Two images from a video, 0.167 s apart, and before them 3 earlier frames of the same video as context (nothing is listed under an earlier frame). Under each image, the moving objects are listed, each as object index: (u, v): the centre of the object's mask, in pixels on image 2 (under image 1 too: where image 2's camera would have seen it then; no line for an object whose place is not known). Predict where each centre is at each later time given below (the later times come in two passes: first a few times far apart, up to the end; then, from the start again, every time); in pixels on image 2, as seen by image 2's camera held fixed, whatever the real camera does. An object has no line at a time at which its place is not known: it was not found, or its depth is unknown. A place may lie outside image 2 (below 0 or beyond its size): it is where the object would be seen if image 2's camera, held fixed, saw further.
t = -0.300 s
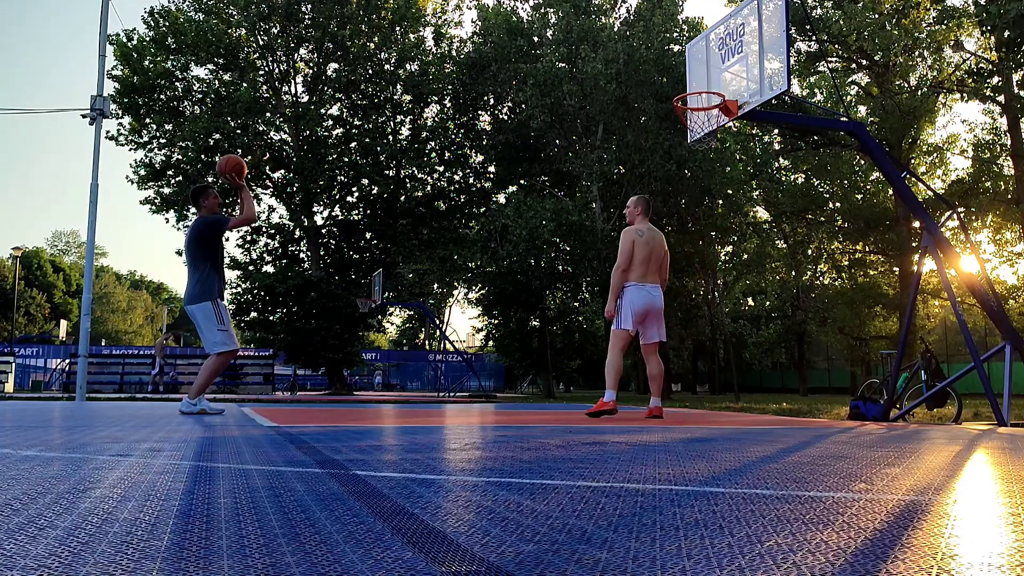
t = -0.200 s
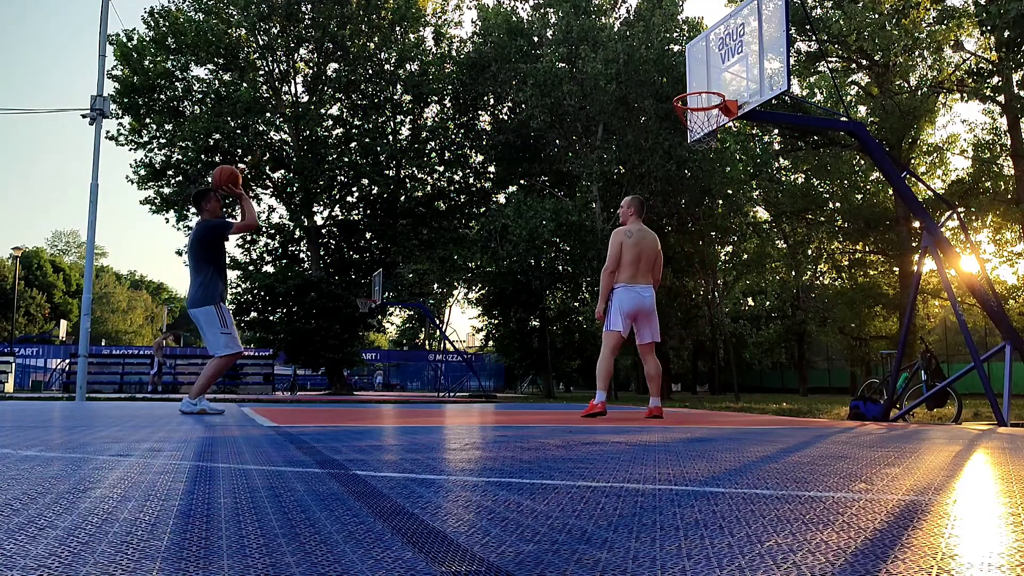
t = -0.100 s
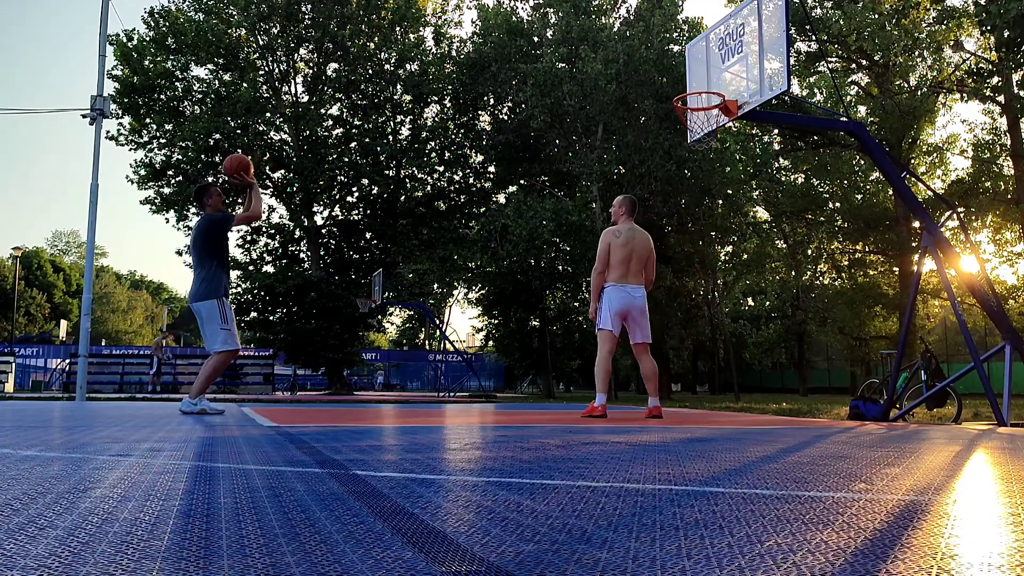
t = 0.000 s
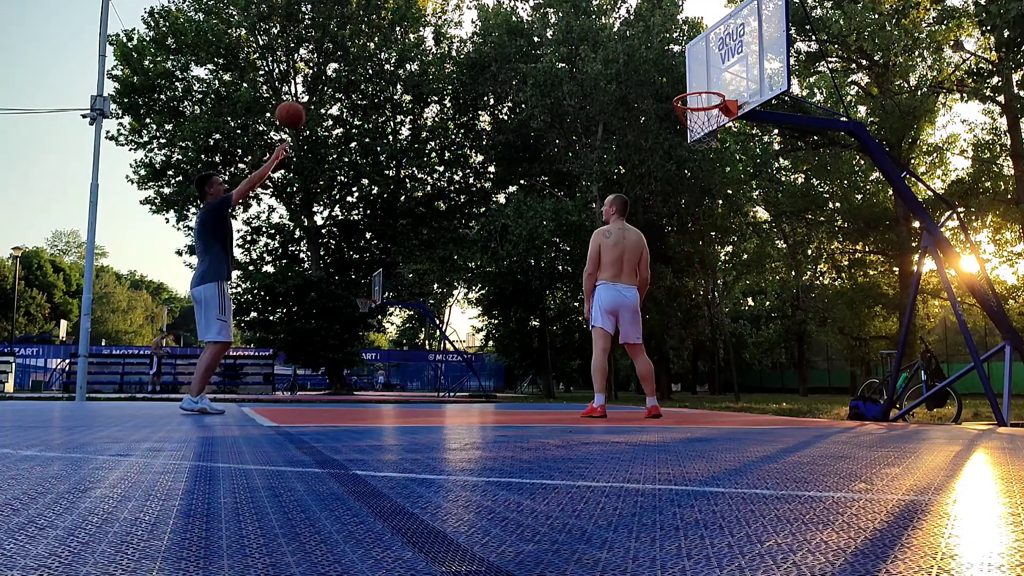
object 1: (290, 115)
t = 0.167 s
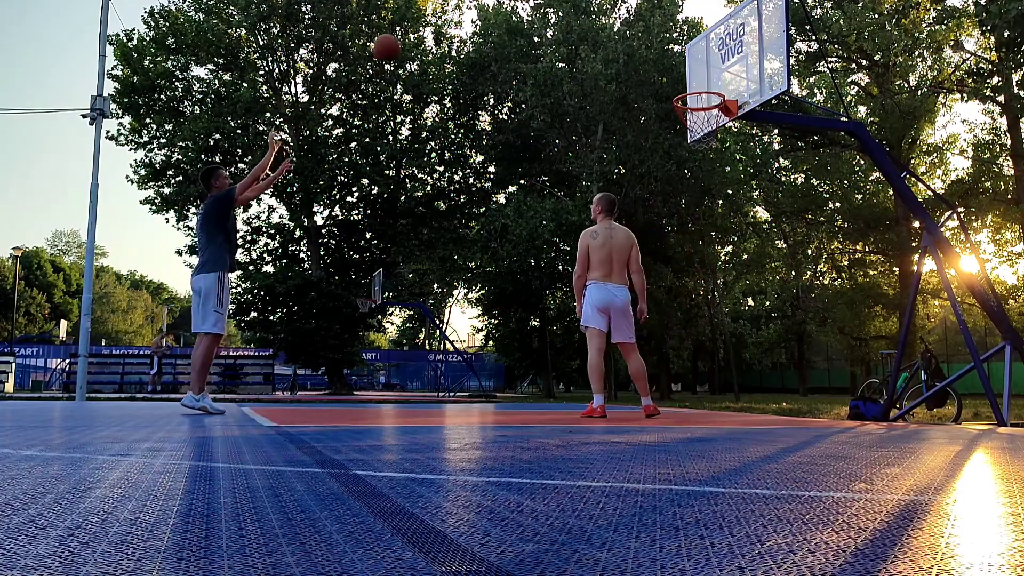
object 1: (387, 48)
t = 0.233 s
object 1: (423, 31)
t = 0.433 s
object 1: (525, 10)
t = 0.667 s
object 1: (636, 35)
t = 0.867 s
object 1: (719, 89)
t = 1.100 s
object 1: (692, 65)
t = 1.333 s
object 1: (667, 90)
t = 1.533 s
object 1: (648, 86)
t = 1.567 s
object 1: (645, 90)
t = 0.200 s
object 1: (405, 39)
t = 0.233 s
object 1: (423, 31)
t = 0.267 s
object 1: (441, 24)
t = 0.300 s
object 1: (458, 19)
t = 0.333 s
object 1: (475, 14)
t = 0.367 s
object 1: (491, 12)
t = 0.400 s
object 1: (508, 11)
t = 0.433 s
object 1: (525, 10)
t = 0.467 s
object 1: (542, 10)
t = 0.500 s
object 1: (558, 12)
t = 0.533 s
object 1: (574, 13)
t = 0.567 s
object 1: (589, 17)
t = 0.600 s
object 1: (605, 23)
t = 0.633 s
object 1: (620, 29)
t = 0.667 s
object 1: (636, 35)
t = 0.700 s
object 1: (651, 43)
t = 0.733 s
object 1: (666, 52)
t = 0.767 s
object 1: (681, 63)
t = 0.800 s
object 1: (696, 74)
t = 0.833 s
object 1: (711, 83)
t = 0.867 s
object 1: (719, 89)
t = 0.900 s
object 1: (715, 82)
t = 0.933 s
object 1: (711, 78)
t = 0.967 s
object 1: (707, 73)
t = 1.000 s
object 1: (703, 70)
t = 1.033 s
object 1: (700, 67)
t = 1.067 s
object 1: (696, 66)
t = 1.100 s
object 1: (692, 65)
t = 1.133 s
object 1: (688, 66)
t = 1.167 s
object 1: (685, 68)
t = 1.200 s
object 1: (681, 71)
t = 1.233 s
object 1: (677, 75)
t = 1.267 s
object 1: (674, 81)
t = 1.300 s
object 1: (670, 87)
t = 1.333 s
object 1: (667, 90)
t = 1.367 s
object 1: (664, 88)
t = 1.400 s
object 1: (661, 87)
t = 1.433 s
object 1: (658, 85)
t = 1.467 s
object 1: (655, 85)
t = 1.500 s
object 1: (652, 85)
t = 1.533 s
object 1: (648, 86)
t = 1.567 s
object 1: (645, 90)
